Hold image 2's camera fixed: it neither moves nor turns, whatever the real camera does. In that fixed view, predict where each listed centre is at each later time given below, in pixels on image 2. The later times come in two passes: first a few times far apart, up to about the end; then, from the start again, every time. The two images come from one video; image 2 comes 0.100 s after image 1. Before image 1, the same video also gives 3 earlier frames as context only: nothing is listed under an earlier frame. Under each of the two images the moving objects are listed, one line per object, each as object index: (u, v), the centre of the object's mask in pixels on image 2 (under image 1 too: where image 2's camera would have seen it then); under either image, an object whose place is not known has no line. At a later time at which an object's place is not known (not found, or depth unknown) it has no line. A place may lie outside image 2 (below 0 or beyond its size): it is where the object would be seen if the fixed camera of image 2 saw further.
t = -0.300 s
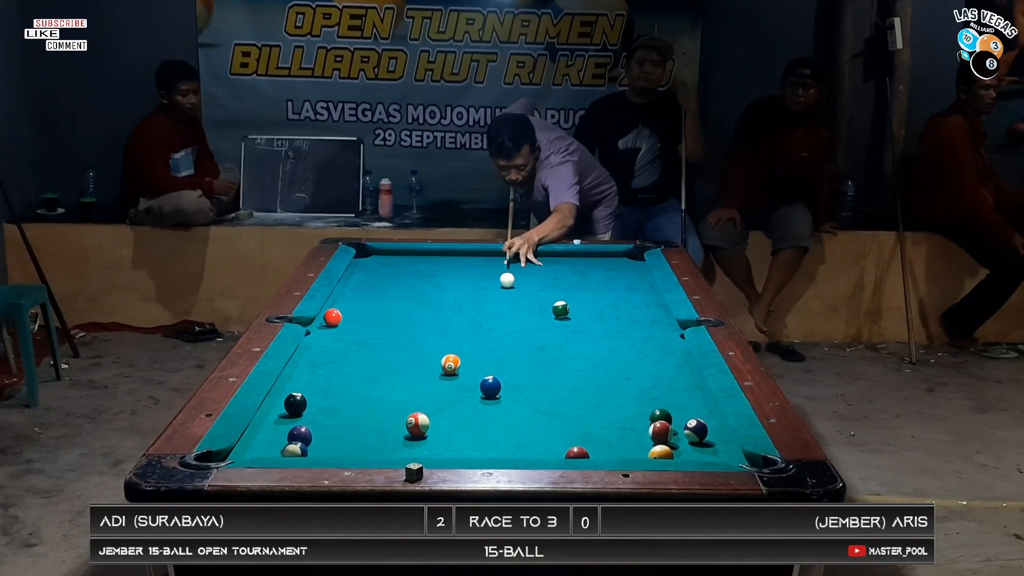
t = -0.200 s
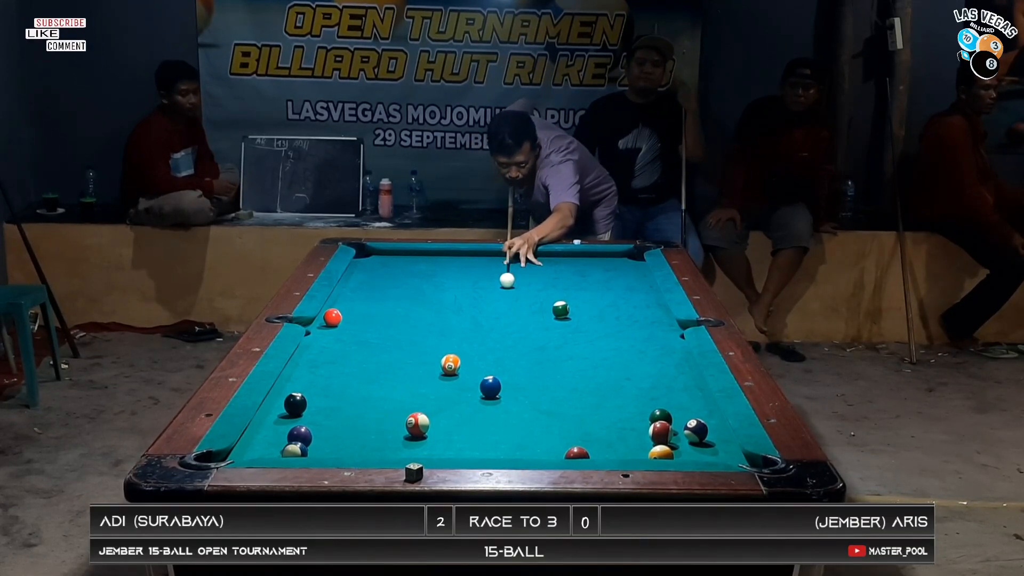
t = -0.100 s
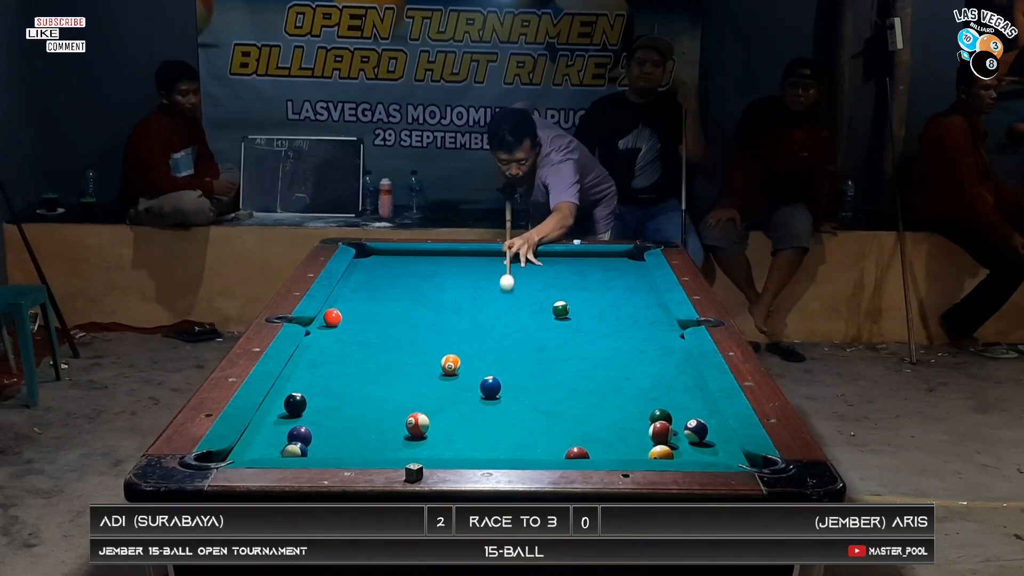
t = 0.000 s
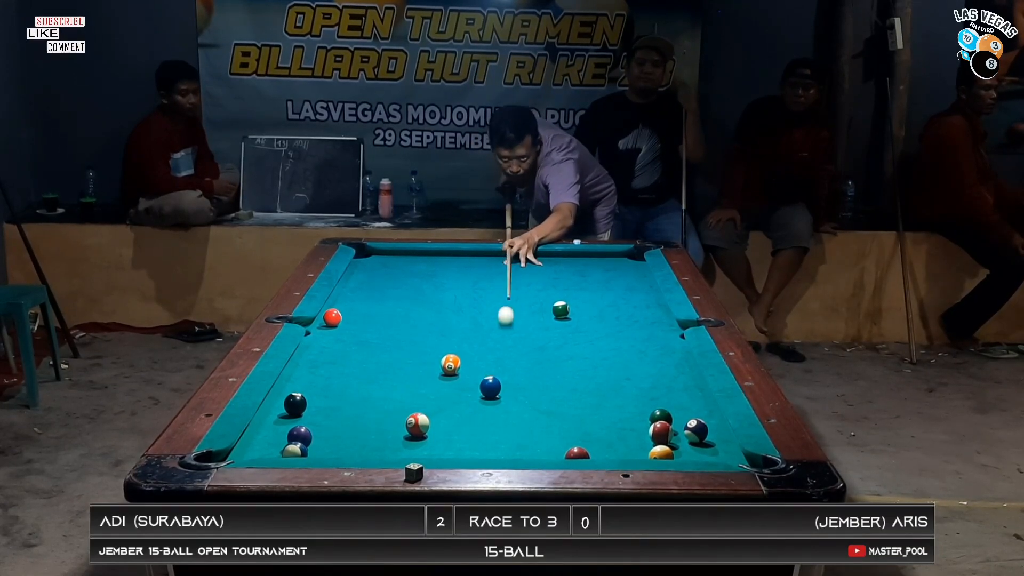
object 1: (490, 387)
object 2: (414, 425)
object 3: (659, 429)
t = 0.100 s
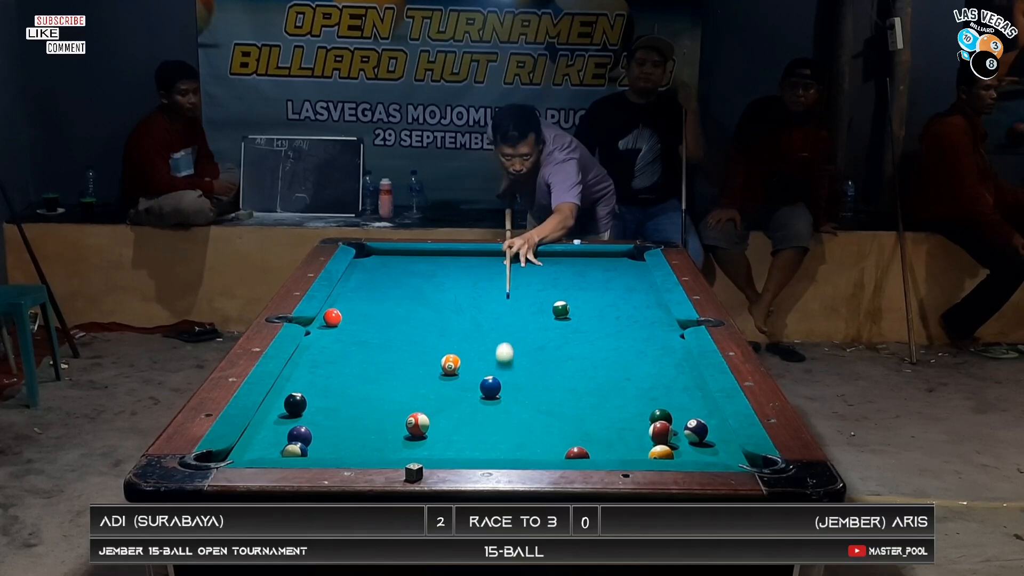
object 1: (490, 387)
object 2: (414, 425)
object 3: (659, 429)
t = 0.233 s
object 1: (444, 403)
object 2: (414, 425)
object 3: (659, 429)
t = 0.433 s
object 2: (435, 439)
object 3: (698, 440)
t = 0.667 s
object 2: (452, 449)
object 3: (718, 454)
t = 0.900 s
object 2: (468, 439)
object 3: (710, 439)
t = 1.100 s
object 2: (476, 425)
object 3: (704, 425)
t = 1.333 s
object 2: (493, 416)
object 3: (698, 411)
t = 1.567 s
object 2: (502, 404)
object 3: (692, 399)
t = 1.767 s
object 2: (509, 402)
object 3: (689, 389)
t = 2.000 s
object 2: (520, 392)
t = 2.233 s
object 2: (527, 386)
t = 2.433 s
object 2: (531, 382)
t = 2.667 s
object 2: (536, 378)
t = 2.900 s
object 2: (538, 375)
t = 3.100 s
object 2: (541, 374)
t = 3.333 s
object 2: (541, 374)
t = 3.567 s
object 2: (541, 374)
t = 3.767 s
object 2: (541, 374)
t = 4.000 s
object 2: (541, 374)
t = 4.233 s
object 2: (541, 374)
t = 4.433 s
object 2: (541, 374)
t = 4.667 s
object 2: (541, 374)
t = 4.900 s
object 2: (541, 374)
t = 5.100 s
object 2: (541, 374)
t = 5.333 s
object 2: (541, 374)
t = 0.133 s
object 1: (490, 387)
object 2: (414, 425)
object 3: (659, 429)
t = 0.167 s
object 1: (488, 387)
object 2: (414, 425)
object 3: (659, 429)
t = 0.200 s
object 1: (467, 395)
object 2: (414, 425)
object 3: (659, 429)
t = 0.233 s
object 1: (444, 403)
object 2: (414, 425)
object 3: (659, 429)
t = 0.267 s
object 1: (427, 409)
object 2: (414, 425)
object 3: (659, 429)
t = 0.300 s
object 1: (402, 417)
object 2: (415, 426)
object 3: (659, 429)
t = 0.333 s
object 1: (380, 422)
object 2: (419, 430)
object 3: (659, 429)
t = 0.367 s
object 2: (424, 433)
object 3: (659, 429)
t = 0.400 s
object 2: (431, 437)
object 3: (681, 434)
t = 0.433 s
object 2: (435, 439)
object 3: (698, 440)
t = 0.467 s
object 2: (434, 440)
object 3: (715, 445)
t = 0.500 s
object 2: (437, 446)
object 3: (730, 452)
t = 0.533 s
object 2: (438, 450)
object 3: (727, 454)
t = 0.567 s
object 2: (440, 450)
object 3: (725, 456)
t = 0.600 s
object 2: (447, 451)
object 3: (721, 457)
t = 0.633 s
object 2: (449, 452)
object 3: (720, 456)
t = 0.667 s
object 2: (452, 449)
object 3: (718, 454)
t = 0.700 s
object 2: (451, 448)
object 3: (717, 452)
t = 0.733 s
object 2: (452, 446)
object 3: (716, 451)
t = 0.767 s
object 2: (449, 448)
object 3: (715, 449)
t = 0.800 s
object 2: (452, 447)
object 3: (714, 446)
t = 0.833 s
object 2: (460, 446)
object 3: (712, 443)
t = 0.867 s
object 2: (463, 442)
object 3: (711, 441)
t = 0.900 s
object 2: (468, 439)
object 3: (710, 439)
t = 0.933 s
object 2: (471, 437)
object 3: (709, 436)
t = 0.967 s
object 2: (473, 436)
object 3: (708, 434)
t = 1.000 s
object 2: (475, 434)
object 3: (707, 431)
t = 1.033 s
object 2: (476, 429)
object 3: (706, 429)
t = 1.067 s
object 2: (475, 428)
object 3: (705, 427)
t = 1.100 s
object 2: (476, 425)
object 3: (704, 425)
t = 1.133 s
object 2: (477, 423)
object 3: (703, 422)
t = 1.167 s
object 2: (475, 424)
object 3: (702, 421)
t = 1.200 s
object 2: (480, 426)
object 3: (701, 418)
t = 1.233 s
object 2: (484, 424)
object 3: (701, 416)
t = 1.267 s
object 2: (486, 422)
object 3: (700, 415)
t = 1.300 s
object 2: (489, 419)
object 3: (699, 413)
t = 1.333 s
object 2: (493, 416)
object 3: (698, 411)
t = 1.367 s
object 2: (496, 414)
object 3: (697, 409)
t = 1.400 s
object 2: (498, 414)
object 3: (696, 407)
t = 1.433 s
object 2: (500, 413)
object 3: (696, 405)
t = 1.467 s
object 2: (502, 411)
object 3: (695, 404)
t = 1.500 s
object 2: (502, 408)
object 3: (694, 402)
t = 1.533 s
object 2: (501, 407)
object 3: (693, 400)
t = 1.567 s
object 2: (502, 404)
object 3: (692, 399)
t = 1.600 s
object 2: (502, 402)
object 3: (692, 397)
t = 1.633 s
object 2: (502, 402)
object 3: (691, 395)
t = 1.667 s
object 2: (502, 402)
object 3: (690, 394)
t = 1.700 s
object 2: (505, 404)
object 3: (690, 392)
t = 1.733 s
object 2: (507, 403)
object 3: (689, 391)
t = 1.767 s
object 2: (509, 402)
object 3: (689, 389)
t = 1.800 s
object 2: (511, 400)
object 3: (688, 388)
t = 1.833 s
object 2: (513, 398)
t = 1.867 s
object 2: (515, 396)
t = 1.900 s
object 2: (516, 395)
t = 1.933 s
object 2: (517, 394)
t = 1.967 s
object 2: (522, 394)
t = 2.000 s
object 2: (520, 392)
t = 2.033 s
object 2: (521, 391)
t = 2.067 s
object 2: (522, 390)
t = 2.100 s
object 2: (523, 389)
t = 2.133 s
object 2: (524, 388)
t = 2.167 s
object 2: (525, 388)
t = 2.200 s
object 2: (526, 387)
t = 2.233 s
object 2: (527, 386)
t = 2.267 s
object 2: (528, 385)
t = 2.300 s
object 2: (528, 384)
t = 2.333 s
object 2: (529, 384)
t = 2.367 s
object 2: (530, 383)
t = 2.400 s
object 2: (531, 382)
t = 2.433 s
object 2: (531, 382)
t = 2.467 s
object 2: (532, 381)
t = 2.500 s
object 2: (533, 380)
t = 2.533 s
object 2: (533, 380)
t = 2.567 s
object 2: (534, 379)
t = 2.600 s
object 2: (535, 379)
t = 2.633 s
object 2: (535, 378)
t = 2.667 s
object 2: (536, 378)
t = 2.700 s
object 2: (536, 378)
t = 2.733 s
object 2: (536, 377)
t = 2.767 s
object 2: (537, 377)
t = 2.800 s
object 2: (537, 376)
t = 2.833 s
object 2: (538, 376)
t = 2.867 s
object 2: (538, 376)
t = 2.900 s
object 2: (538, 375)
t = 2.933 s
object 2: (539, 375)
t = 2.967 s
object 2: (539, 375)
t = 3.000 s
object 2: (540, 375)
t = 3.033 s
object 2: (540, 375)
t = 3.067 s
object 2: (540, 374)
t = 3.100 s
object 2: (541, 374)
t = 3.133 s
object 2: (541, 374)
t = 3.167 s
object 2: (541, 374)
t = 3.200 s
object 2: (541, 374)
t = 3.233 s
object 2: (541, 374)
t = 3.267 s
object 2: (541, 374)
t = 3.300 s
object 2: (541, 374)
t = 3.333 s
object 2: (541, 374)
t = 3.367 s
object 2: (541, 374)
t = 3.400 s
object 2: (541, 374)
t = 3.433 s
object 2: (541, 374)
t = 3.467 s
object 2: (541, 374)
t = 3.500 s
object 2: (541, 374)
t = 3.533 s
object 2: (541, 374)
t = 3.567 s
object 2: (541, 374)
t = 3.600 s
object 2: (541, 374)
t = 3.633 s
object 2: (541, 374)
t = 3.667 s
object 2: (541, 374)
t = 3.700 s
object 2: (541, 374)
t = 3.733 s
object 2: (541, 374)
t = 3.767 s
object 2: (541, 374)
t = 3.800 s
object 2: (541, 374)
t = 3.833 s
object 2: (541, 374)
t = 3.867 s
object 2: (541, 374)
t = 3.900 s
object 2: (541, 374)
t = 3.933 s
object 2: (541, 374)
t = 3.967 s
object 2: (541, 374)
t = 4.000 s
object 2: (541, 374)
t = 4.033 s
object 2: (541, 374)
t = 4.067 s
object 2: (541, 374)
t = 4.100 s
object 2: (541, 374)
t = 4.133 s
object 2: (541, 374)
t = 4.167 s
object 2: (541, 374)
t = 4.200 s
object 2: (541, 374)
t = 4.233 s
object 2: (541, 374)
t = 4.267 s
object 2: (541, 374)
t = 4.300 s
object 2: (541, 374)
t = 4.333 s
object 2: (541, 374)
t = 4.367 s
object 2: (541, 374)
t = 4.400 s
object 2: (541, 374)
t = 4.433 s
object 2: (541, 374)
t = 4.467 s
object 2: (541, 374)
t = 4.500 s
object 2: (541, 374)
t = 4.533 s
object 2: (541, 374)
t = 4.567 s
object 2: (541, 374)
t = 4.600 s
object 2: (541, 374)
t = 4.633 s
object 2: (541, 374)
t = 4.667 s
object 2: (541, 374)
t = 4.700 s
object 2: (541, 374)
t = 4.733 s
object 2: (541, 374)
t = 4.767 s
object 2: (541, 374)
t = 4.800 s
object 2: (541, 374)
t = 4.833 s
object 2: (541, 374)
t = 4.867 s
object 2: (541, 374)
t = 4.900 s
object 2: (541, 374)
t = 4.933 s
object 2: (541, 374)
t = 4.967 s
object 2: (541, 374)
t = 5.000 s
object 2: (541, 374)
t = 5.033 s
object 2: (541, 374)
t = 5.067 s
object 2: (541, 374)
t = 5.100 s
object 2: (541, 374)
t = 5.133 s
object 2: (541, 374)
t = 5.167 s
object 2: (541, 374)
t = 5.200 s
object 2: (541, 374)
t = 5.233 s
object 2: (541, 374)
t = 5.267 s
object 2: (541, 374)
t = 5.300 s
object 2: (541, 374)
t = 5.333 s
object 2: (541, 374)
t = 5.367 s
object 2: (541, 374)
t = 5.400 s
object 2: (541, 374)
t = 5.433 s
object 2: (541, 374)
